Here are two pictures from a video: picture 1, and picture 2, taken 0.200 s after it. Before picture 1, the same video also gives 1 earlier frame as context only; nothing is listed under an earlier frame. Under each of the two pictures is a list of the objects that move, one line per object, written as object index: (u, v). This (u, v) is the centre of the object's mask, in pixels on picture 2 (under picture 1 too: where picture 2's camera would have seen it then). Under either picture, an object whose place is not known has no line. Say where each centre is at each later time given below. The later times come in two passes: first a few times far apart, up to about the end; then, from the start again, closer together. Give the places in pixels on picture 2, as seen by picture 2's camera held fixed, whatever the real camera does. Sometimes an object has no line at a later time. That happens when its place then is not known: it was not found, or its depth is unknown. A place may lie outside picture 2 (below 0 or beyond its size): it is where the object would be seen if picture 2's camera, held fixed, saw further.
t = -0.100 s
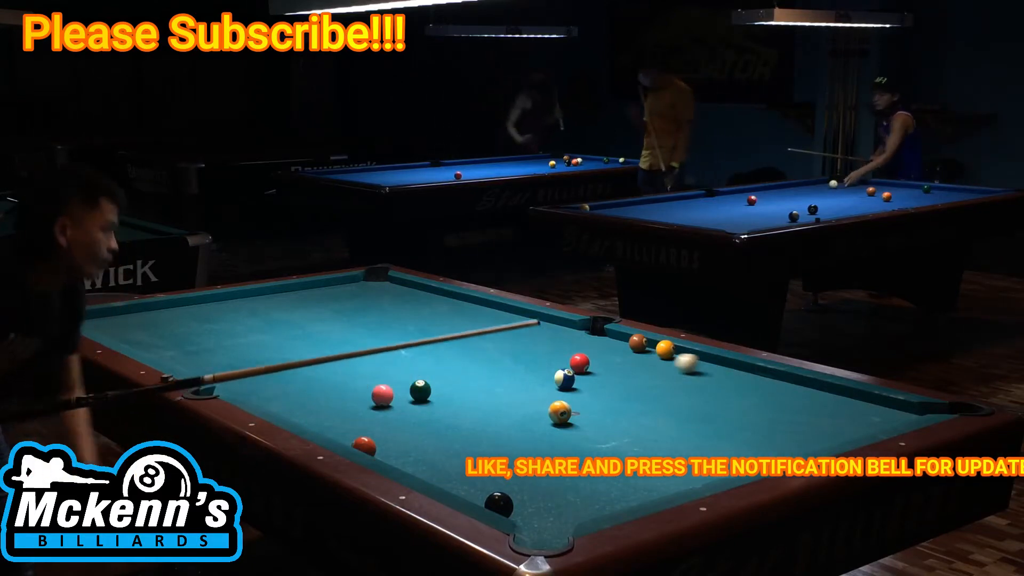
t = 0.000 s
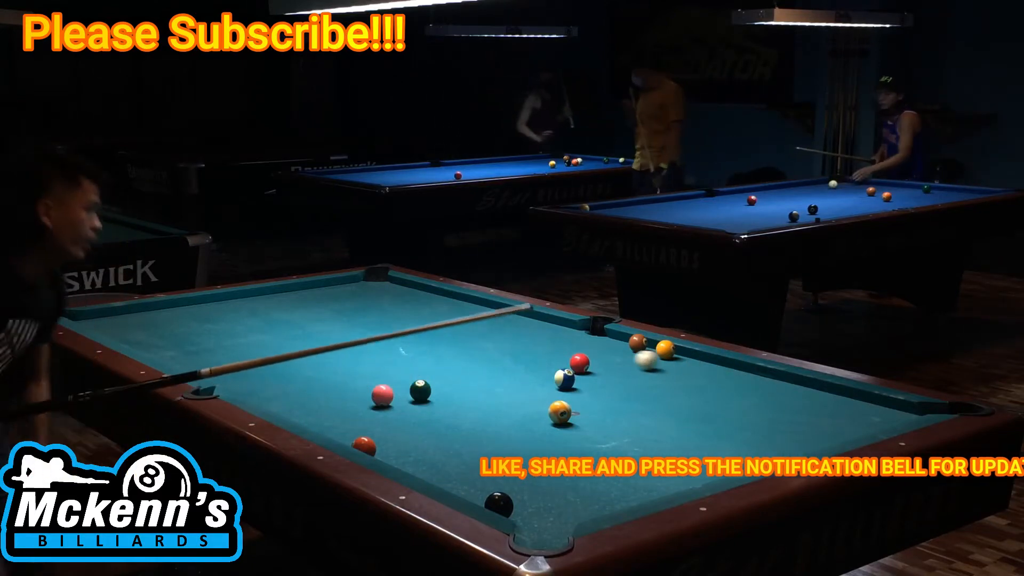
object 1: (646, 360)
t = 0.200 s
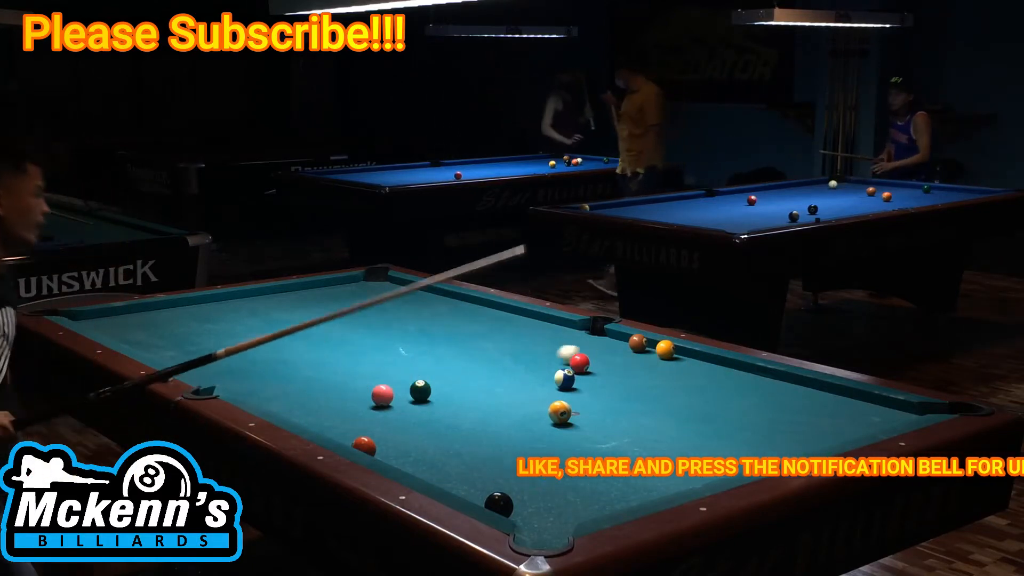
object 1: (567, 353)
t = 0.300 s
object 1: (532, 351)
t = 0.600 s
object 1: (428, 344)
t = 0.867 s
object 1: (342, 338)
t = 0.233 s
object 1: (556, 353)
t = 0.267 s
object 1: (544, 352)
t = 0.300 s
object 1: (532, 351)
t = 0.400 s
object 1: (496, 349)
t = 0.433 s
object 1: (484, 348)
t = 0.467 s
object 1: (473, 347)
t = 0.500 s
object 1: (461, 346)
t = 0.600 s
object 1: (428, 344)
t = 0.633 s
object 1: (416, 343)
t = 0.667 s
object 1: (406, 342)
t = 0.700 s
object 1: (395, 341)
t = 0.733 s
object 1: (384, 341)
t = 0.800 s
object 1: (363, 339)
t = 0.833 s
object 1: (353, 338)
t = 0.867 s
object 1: (342, 338)
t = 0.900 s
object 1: (332, 337)
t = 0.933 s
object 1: (321, 336)
